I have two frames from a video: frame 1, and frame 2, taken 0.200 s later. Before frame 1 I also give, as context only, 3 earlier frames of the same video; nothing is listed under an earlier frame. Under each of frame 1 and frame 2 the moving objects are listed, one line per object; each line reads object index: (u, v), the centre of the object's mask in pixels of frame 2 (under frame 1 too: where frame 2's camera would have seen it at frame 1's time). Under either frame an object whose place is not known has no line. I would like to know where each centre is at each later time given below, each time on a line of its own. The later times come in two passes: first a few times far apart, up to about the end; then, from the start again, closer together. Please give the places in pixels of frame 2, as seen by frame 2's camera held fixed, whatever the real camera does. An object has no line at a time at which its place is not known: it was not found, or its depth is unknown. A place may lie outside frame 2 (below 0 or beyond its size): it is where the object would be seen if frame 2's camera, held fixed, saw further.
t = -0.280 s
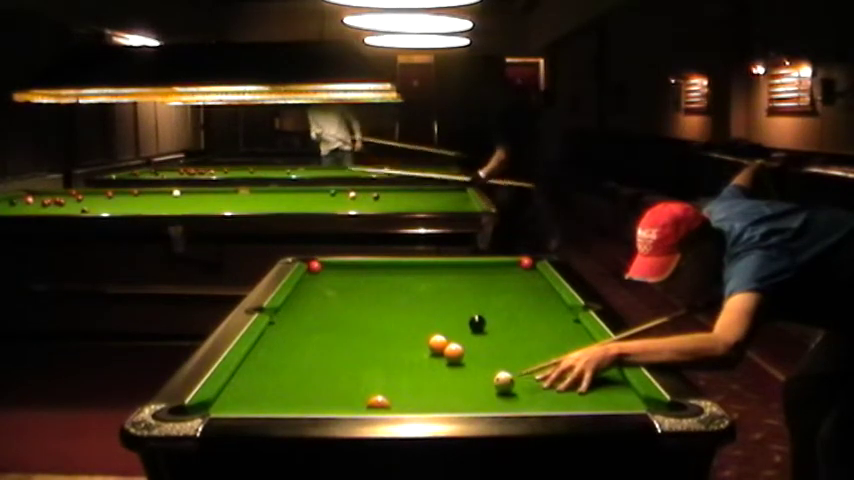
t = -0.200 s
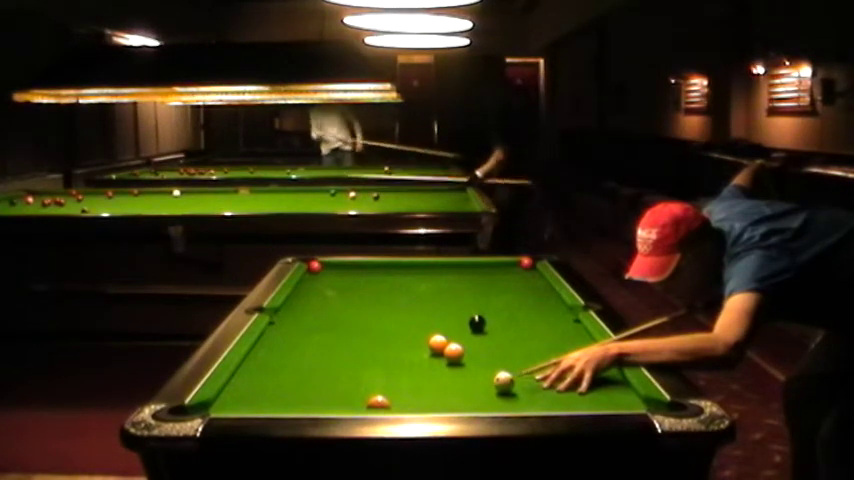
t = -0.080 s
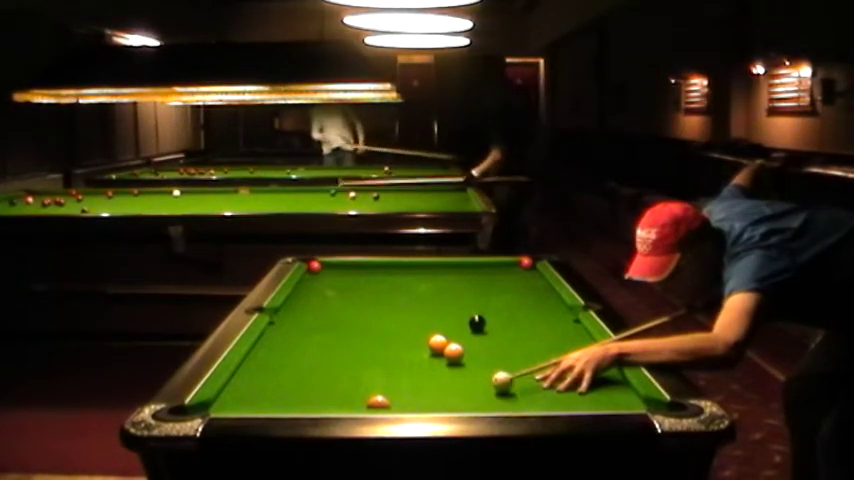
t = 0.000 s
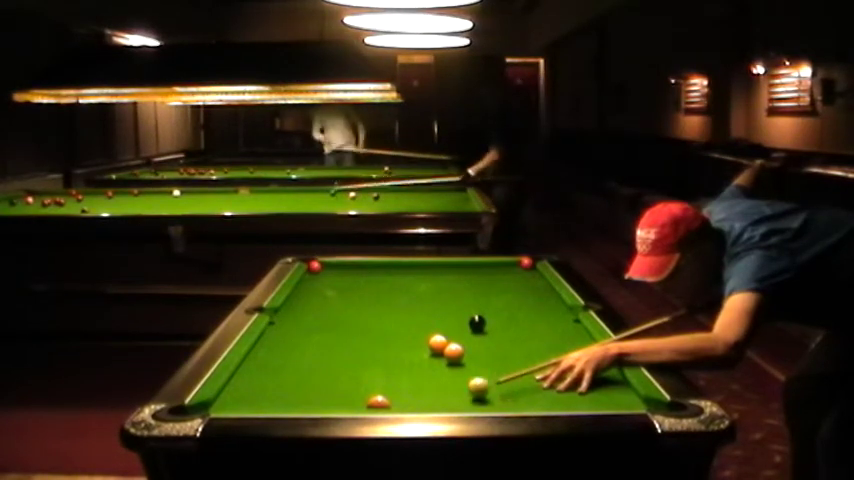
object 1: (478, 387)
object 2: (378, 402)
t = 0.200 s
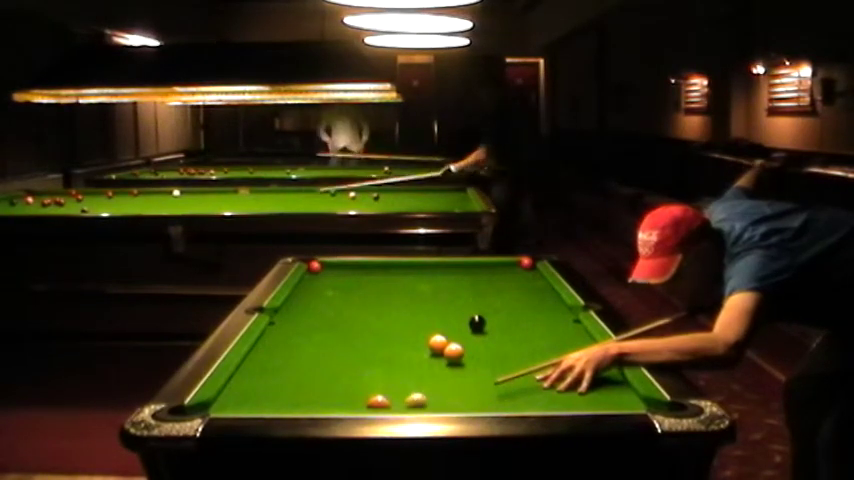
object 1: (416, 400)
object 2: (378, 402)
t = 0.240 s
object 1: (404, 402)
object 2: (378, 401)
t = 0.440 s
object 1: (401, 400)
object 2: (337, 402)
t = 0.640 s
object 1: (398, 394)
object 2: (300, 402)
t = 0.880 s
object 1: (395, 384)
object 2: (258, 404)
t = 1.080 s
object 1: (394, 377)
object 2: (228, 403)
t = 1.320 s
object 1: (394, 369)
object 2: (210, 405)
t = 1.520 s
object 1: (393, 363)
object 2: (211, 407)
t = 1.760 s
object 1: (392, 359)
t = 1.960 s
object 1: (393, 355)
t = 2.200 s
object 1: (392, 351)
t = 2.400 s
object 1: (392, 347)
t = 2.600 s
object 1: (392, 346)
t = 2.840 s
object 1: (392, 343)
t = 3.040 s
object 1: (392, 341)
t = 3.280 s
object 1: (393, 341)
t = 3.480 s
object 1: (393, 341)
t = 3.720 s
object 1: (394, 341)
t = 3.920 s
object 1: (394, 341)
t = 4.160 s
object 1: (393, 341)
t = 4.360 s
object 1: (393, 341)
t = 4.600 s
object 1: (393, 341)
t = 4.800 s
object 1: (393, 341)
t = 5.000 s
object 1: (393, 341)
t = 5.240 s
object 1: (393, 341)
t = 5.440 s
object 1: (393, 340)
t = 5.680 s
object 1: (393, 340)
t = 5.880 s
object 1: (393, 340)
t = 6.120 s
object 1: (393, 340)
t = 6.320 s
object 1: (393, 341)
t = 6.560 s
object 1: (393, 341)
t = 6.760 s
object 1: (393, 341)
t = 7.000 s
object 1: (393, 341)
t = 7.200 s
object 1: (393, 341)
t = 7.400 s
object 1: (394, 341)
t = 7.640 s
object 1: (393, 341)
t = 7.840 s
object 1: (393, 341)
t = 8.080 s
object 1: (394, 341)
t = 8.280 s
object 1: (393, 341)
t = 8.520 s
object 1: (393, 341)
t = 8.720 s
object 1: (393, 340)
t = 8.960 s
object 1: (393, 340)
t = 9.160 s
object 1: (393, 340)
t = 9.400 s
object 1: (393, 340)
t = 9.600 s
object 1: (393, 340)
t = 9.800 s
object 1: (393, 341)
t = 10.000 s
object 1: (393, 341)
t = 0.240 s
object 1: (404, 402)
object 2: (378, 401)
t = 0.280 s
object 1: (402, 403)
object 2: (369, 402)
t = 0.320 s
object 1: (402, 403)
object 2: (361, 401)
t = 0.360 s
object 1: (401, 402)
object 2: (353, 402)
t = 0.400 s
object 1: (401, 401)
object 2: (345, 402)
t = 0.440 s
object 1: (401, 400)
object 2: (337, 402)
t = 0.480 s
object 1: (400, 397)
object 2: (330, 402)
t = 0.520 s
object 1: (400, 396)
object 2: (321, 402)
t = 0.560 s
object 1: (398, 395)
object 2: (314, 402)
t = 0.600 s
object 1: (398, 394)
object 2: (306, 403)
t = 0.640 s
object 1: (398, 394)
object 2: (300, 402)
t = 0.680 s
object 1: (398, 392)
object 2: (292, 403)
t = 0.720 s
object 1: (397, 390)
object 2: (285, 403)
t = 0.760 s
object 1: (397, 388)
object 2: (278, 403)
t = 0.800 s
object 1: (396, 386)
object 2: (271, 403)
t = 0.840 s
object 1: (396, 386)
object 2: (264, 403)
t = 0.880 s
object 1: (395, 384)
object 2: (258, 404)
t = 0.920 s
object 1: (395, 382)
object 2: (253, 404)
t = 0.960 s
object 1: (395, 380)
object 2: (246, 403)
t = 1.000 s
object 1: (395, 379)
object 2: (240, 404)
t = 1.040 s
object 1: (395, 378)
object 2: (235, 403)
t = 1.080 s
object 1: (394, 377)
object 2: (228, 403)
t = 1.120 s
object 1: (395, 375)
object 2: (223, 403)
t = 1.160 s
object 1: (394, 374)
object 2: (218, 403)
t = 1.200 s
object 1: (394, 372)
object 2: (213, 403)
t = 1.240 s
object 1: (394, 371)
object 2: (210, 404)
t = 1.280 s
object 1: (394, 370)
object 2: (210, 404)
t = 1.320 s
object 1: (394, 369)
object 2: (210, 405)
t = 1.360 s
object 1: (394, 367)
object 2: (210, 406)
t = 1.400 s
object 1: (394, 367)
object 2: (211, 406)
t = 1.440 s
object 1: (393, 366)
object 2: (211, 407)
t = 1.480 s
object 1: (393, 365)
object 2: (211, 407)
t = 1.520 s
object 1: (393, 363)
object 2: (211, 407)
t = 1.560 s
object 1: (393, 363)
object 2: (210, 407)
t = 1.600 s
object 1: (393, 361)
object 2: (209, 408)
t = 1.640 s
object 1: (393, 361)
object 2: (206, 409)
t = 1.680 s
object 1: (393, 360)
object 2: (202, 409)
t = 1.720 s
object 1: (393, 359)
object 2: (196, 412)
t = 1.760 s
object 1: (392, 359)
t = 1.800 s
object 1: (393, 358)
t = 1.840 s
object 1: (393, 356)
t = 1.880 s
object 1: (393, 356)
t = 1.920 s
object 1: (393, 355)
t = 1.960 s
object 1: (393, 355)
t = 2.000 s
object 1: (393, 354)
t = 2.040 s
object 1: (393, 354)
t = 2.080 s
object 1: (393, 352)
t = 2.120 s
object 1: (393, 352)
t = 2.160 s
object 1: (392, 350)
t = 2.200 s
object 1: (392, 351)
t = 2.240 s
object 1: (392, 350)
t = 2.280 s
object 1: (392, 350)
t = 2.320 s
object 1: (392, 348)
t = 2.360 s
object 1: (392, 348)
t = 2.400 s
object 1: (392, 347)
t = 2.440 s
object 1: (392, 347)
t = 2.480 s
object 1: (392, 346)
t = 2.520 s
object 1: (392, 346)
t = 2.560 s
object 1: (392, 345)
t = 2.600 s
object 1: (392, 346)
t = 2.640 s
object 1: (392, 345)
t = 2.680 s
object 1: (392, 345)
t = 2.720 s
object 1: (392, 344)
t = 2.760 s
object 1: (392, 343)
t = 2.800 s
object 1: (392, 343)
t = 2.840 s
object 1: (392, 343)
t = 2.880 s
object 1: (392, 343)
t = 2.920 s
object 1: (392, 343)
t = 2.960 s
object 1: (392, 342)
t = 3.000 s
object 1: (392, 342)
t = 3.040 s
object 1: (392, 341)
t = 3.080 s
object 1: (392, 341)
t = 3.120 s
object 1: (392, 341)
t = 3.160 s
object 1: (392, 341)
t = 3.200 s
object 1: (392, 341)
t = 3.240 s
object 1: (392, 341)
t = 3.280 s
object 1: (393, 341)
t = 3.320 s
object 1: (393, 341)
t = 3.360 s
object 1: (393, 341)
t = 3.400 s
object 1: (393, 341)
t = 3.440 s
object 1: (393, 341)
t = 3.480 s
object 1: (393, 341)
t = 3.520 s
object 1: (393, 341)
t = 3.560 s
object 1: (393, 341)
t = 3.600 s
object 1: (394, 341)
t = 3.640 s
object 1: (394, 341)
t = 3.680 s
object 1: (394, 341)
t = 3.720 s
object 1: (394, 341)
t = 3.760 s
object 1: (394, 341)
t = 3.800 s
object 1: (394, 341)
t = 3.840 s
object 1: (394, 341)
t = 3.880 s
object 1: (394, 341)
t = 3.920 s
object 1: (394, 341)
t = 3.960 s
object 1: (393, 341)
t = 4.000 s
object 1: (393, 341)
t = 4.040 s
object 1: (393, 341)
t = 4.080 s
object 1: (393, 341)
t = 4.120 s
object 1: (393, 341)
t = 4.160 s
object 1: (393, 341)
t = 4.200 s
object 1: (393, 341)
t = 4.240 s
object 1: (393, 341)
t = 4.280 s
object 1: (393, 341)
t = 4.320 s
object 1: (393, 341)
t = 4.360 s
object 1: (393, 341)
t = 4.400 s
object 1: (393, 341)
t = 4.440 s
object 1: (393, 341)
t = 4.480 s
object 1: (393, 341)
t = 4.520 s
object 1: (393, 341)
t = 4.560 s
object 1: (393, 341)
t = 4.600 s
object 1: (393, 341)
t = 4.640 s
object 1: (393, 341)
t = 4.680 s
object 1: (393, 341)
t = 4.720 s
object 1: (393, 341)
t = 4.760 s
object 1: (393, 341)
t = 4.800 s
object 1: (393, 341)
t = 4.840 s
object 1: (393, 341)
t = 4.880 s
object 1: (393, 341)
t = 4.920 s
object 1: (393, 341)
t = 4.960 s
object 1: (393, 341)
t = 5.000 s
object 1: (393, 341)
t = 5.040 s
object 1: (393, 341)
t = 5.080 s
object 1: (393, 341)
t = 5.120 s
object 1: (393, 341)
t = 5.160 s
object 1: (393, 341)
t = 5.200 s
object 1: (393, 341)
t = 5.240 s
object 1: (393, 341)
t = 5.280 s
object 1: (393, 340)
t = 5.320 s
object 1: (393, 340)
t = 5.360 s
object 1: (393, 341)
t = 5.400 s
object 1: (393, 340)
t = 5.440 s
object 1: (393, 340)
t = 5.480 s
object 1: (393, 340)
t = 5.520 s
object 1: (393, 340)
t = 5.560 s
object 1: (393, 340)
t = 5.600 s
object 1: (393, 340)
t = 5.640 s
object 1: (393, 340)
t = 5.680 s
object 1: (393, 340)
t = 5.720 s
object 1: (393, 340)
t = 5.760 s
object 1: (393, 340)
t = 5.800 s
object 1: (393, 341)
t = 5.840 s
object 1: (393, 340)
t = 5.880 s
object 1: (393, 340)
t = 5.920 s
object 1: (393, 341)
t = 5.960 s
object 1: (393, 340)
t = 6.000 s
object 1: (393, 340)
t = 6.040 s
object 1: (393, 340)
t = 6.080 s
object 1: (393, 341)
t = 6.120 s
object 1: (393, 340)
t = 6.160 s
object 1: (393, 341)
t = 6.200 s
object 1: (393, 340)
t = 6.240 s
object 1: (393, 340)
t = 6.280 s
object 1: (393, 340)
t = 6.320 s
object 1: (393, 341)
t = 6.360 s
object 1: (393, 340)
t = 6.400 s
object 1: (393, 340)
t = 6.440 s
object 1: (393, 340)
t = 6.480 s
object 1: (393, 341)
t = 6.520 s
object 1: (394, 340)
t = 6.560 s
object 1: (393, 341)
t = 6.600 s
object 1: (393, 341)
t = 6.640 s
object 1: (393, 341)
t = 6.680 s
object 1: (393, 341)
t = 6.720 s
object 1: (393, 341)
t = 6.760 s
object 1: (393, 341)
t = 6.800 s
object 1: (393, 341)
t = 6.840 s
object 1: (393, 341)
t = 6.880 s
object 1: (393, 341)
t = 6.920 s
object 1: (393, 341)
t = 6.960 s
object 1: (393, 341)
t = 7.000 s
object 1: (393, 341)
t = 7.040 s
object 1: (393, 341)
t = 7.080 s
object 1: (393, 341)
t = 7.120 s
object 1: (393, 341)
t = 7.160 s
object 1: (393, 341)
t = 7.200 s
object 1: (393, 341)
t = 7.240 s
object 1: (393, 341)
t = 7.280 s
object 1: (394, 341)
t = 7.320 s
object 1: (394, 341)
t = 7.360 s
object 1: (393, 341)
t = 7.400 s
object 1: (394, 341)
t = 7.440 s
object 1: (393, 341)
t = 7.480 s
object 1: (393, 341)
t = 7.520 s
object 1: (393, 341)
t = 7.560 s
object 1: (393, 341)
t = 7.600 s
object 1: (393, 341)
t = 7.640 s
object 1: (393, 341)
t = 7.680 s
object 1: (393, 341)
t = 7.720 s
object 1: (393, 341)
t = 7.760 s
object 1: (393, 341)
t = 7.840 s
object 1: (393, 341)
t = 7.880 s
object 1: (394, 341)
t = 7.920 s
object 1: (393, 341)
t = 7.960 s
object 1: (394, 341)
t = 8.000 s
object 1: (394, 341)
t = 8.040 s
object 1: (394, 341)
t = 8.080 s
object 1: (394, 341)
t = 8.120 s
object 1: (393, 341)
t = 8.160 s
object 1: (394, 341)
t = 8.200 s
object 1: (393, 341)
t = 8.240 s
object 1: (393, 341)
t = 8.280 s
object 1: (393, 341)
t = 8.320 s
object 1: (393, 341)
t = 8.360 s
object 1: (393, 341)
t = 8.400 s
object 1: (393, 341)
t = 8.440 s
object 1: (394, 341)
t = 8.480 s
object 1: (393, 341)
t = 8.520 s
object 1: (393, 341)
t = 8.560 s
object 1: (393, 341)
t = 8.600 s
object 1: (393, 341)
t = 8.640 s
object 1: (393, 341)
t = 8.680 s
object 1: (393, 340)
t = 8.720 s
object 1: (393, 340)
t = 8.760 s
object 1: (393, 340)
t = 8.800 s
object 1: (393, 340)
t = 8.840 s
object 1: (393, 340)
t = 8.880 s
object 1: (393, 340)
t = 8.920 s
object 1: (393, 340)
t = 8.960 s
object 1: (393, 340)
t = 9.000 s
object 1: (393, 340)
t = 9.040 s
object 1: (393, 340)
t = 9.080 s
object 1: (393, 341)
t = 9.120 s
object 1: (393, 340)
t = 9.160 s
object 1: (393, 340)
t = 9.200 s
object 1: (393, 340)
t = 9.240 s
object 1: (393, 340)
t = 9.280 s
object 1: (393, 340)
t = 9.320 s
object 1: (393, 340)
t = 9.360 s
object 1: (393, 340)
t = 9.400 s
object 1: (393, 340)
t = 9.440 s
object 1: (393, 340)
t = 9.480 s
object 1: (393, 340)
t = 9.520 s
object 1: (393, 340)
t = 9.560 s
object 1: (393, 340)
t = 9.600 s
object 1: (393, 340)
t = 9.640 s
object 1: (393, 340)
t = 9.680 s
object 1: (393, 340)
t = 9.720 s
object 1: (393, 340)
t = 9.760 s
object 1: (393, 340)
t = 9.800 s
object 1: (393, 341)
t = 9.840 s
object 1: (393, 340)
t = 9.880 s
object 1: (393, 341)
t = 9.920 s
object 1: (393, 340)
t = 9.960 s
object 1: (393, 340)
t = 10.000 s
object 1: (393, 341)
